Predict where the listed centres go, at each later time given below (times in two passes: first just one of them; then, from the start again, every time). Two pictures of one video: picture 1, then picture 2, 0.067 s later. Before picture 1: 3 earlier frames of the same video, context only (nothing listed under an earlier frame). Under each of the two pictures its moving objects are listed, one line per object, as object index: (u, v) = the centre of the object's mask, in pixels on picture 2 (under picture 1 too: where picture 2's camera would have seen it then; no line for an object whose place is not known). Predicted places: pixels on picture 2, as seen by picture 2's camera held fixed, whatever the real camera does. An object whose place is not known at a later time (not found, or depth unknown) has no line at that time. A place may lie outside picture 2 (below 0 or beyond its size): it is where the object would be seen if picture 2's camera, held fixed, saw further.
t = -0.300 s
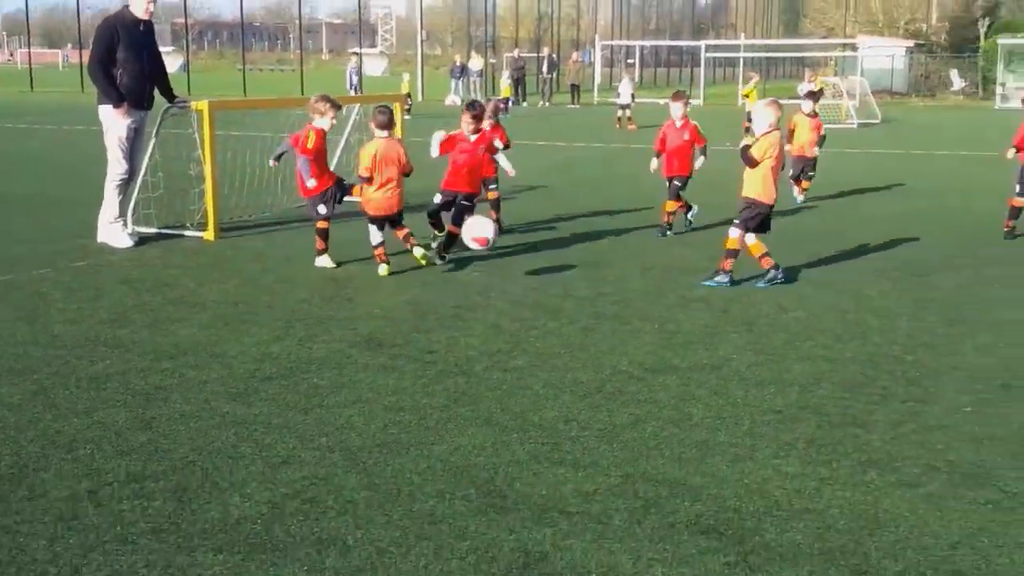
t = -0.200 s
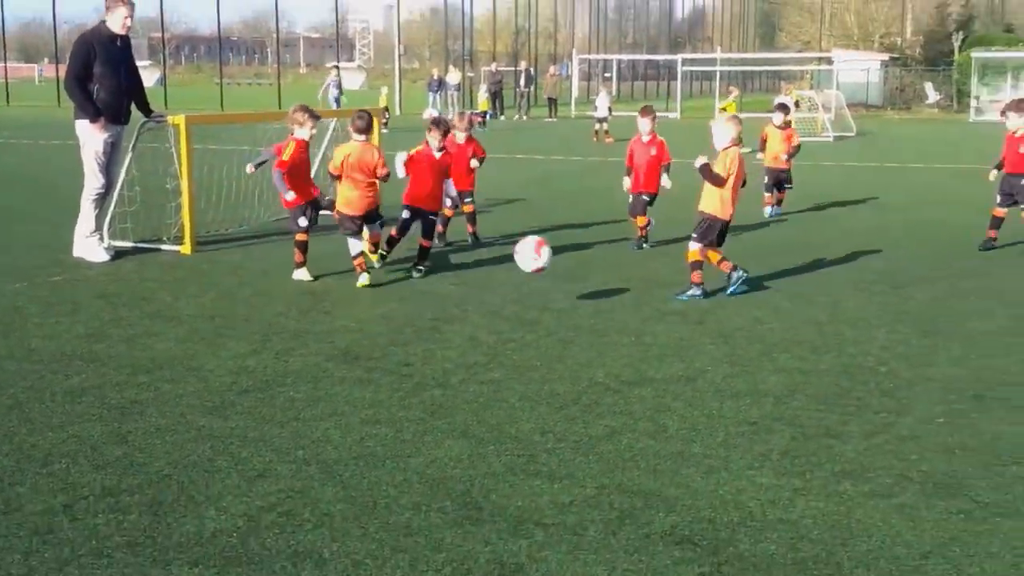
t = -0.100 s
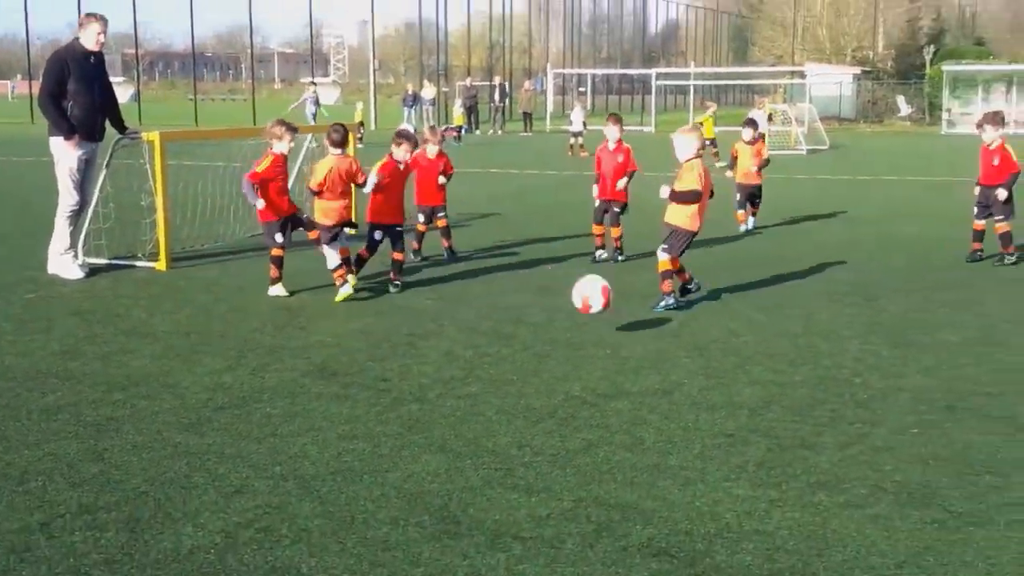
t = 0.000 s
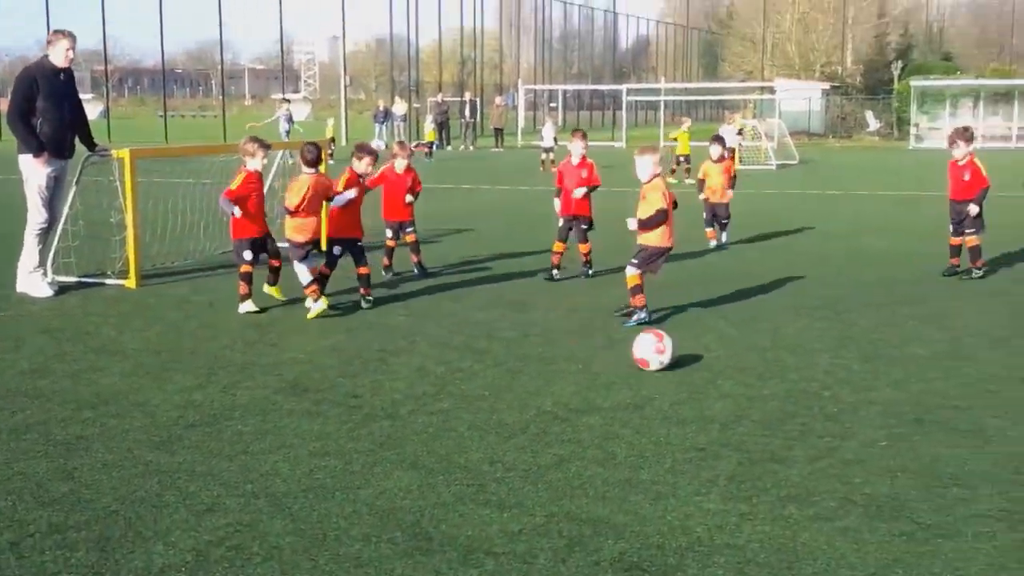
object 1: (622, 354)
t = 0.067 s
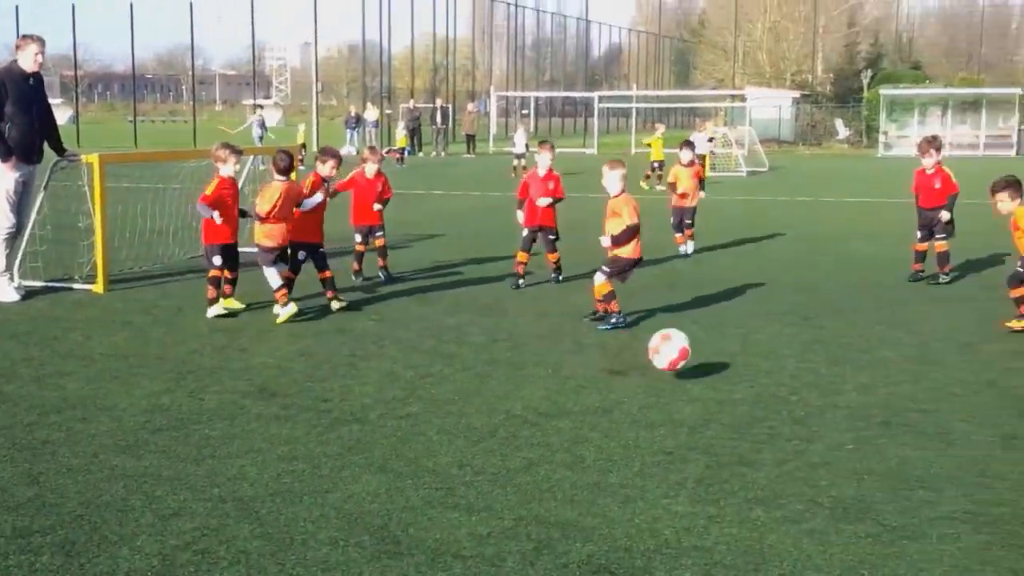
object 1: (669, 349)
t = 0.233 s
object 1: (798, 374)
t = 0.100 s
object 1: (693, 350)
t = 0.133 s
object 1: (718, 353)
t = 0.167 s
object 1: (744, 358)
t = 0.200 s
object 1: (770, 364)
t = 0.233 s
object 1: (798, 374)
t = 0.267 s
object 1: (827, 387)
